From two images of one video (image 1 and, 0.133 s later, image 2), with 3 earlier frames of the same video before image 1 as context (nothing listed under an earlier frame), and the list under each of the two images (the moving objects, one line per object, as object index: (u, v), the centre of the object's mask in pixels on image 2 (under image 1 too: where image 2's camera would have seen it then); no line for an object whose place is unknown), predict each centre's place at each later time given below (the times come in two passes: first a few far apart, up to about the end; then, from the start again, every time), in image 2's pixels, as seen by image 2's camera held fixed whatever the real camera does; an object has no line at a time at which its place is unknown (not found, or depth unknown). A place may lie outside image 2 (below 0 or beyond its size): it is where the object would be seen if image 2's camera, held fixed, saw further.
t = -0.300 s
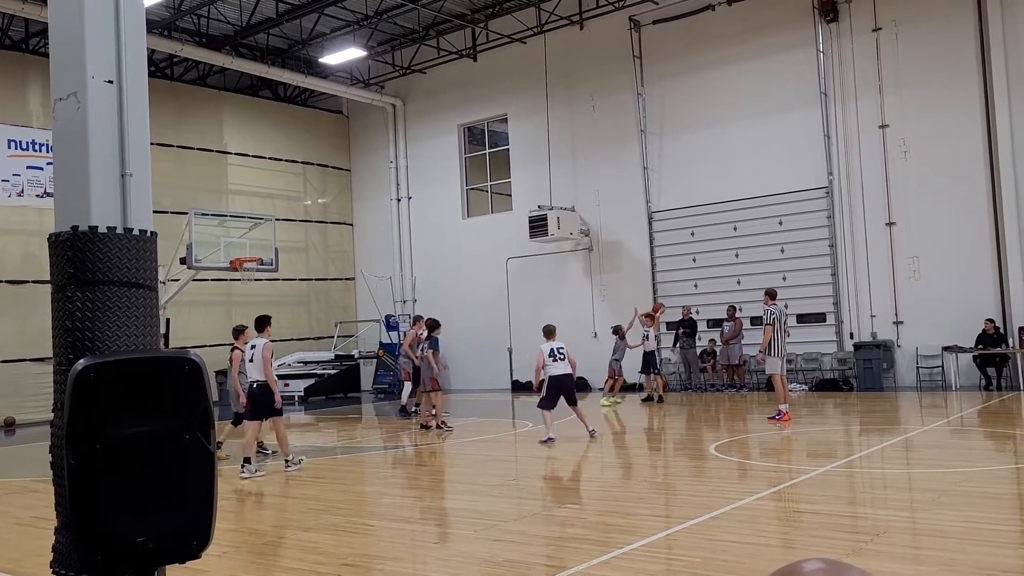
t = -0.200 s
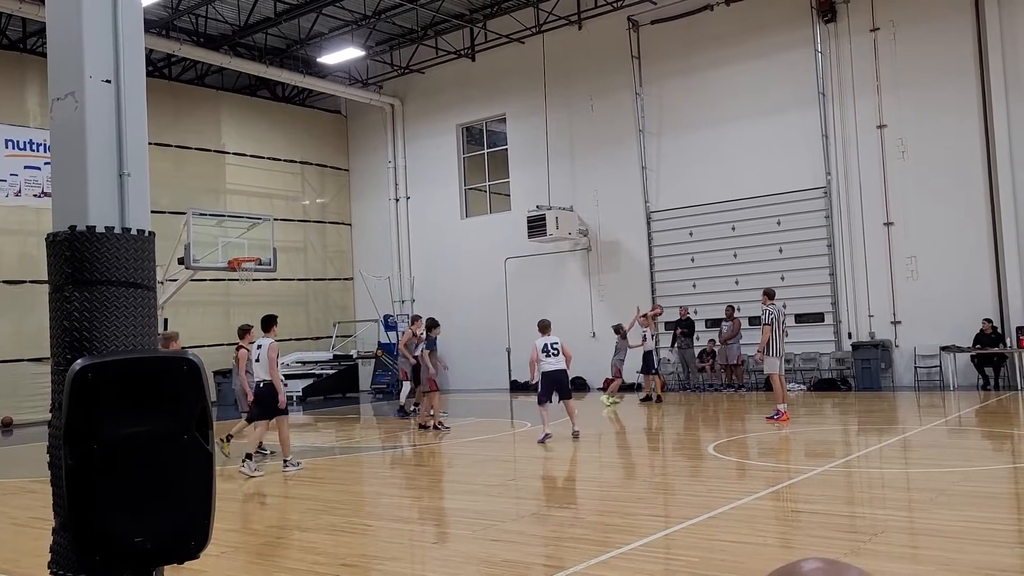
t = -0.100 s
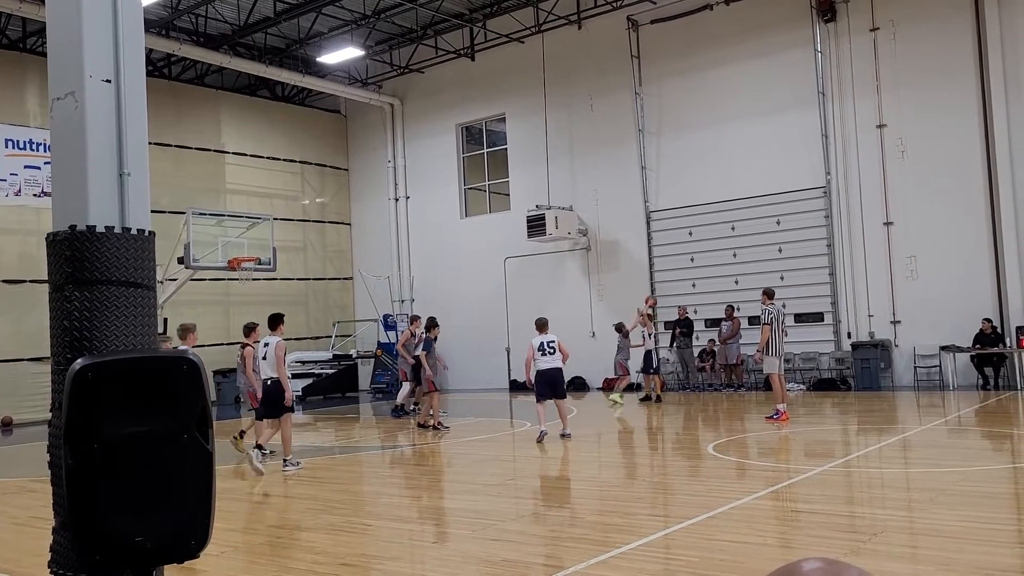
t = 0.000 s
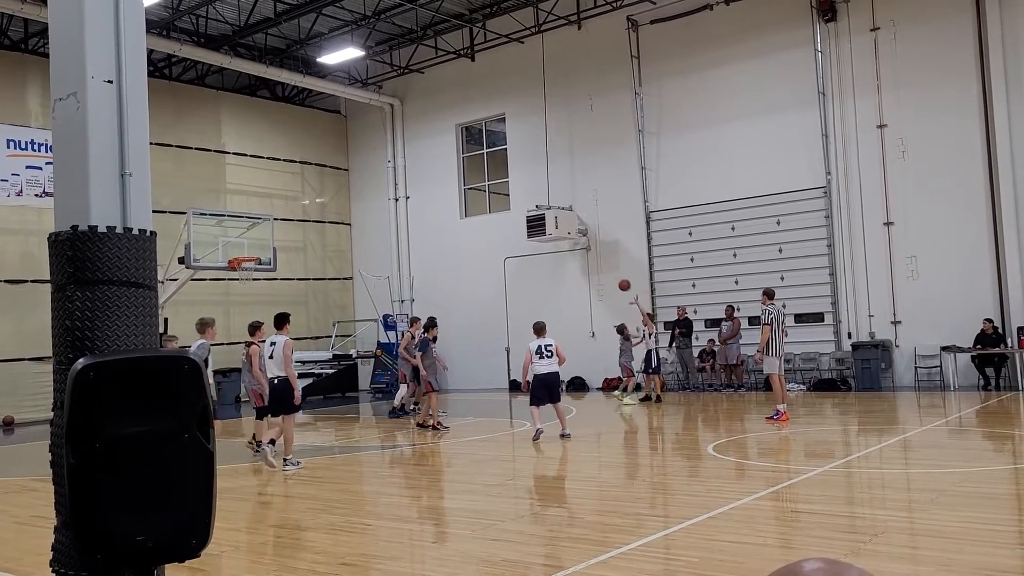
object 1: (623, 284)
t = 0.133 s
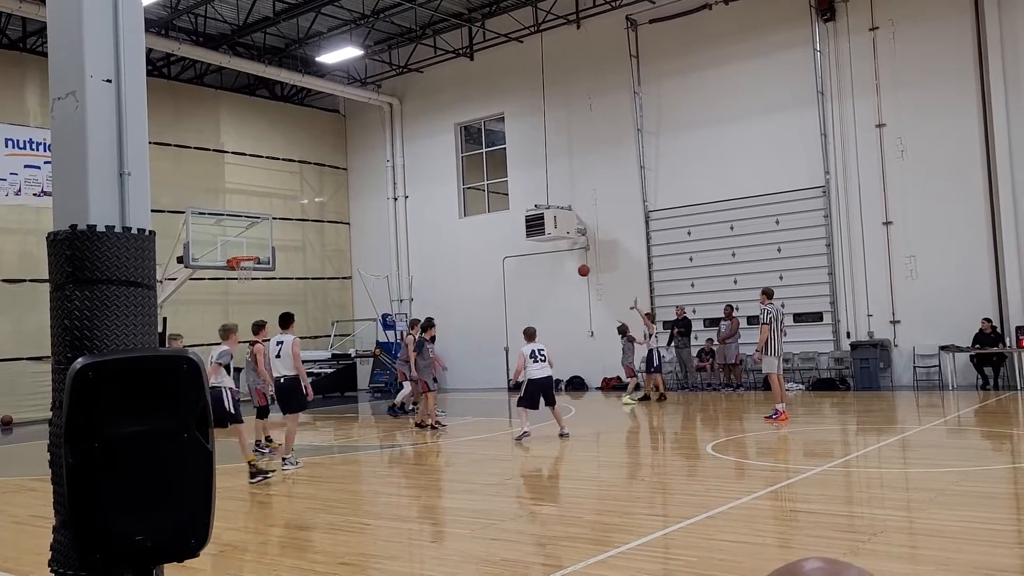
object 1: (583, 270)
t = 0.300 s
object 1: (535, 265)
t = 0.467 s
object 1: (489, 274)
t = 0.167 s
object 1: (574, 268)
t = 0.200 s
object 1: (564, 266)
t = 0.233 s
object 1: (554, 265)
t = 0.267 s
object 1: (545, 265)
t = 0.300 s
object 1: (535, 265)
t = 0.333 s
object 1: (526, 266)
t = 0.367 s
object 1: (516, 267)
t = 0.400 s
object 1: (507, 269)
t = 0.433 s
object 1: (498, 271)
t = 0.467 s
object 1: (489, 274)
